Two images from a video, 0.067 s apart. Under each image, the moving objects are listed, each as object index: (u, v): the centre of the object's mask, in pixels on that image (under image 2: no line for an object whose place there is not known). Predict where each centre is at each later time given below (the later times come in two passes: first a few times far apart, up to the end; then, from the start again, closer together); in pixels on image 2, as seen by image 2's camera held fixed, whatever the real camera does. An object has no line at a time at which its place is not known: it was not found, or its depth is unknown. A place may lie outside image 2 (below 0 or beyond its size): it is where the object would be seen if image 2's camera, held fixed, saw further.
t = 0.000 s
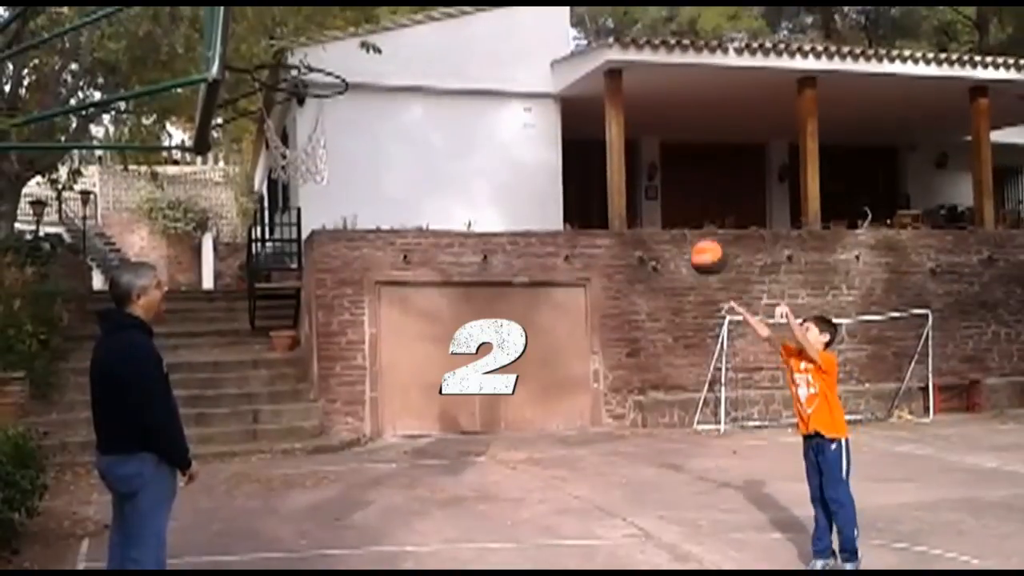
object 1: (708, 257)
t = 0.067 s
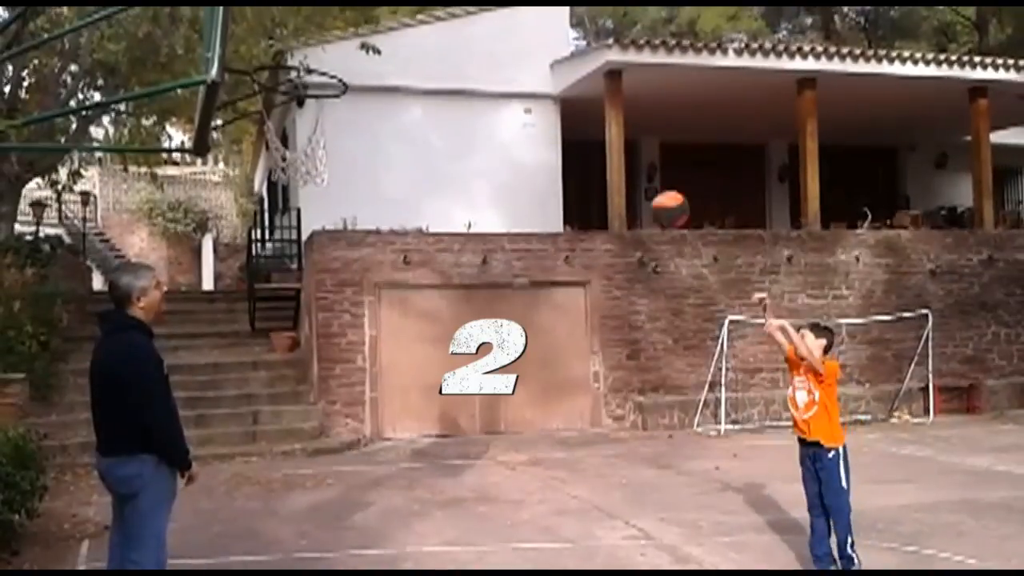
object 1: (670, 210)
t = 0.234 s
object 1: (568, 116)
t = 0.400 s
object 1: (465, 65)
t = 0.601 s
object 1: (334, 60)
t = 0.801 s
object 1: (257, 42)
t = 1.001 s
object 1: (272, 47)
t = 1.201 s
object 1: (311, 95)
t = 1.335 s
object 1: (327, 142)
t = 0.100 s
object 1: (650, 188)
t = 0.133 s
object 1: (630, 168)
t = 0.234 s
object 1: (568, 116)
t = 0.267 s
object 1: (548, 103)
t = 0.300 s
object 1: (527, 91)
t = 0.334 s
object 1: (507, 81)
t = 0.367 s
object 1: (486, 72)
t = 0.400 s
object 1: (465, 65)
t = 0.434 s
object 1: (443, 60)
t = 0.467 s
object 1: (422, 56)
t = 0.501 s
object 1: (400, 54)
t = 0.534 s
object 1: (378, 55)
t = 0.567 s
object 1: (357, 57)
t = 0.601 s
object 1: (334, 60)
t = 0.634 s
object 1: (312, 65)
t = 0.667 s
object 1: (291, 72)
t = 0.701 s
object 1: (282, 61)
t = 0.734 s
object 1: (275, 55)
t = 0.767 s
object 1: (266, 48)
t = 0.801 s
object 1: (257, 42)
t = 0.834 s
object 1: (247, 39)
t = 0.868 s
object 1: (242, 40)
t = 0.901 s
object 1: (247, 39)
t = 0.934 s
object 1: (255, 39)
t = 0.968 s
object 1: (264, 42)
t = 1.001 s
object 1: (272, 47)
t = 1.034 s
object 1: (281, 55)
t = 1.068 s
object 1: (289, 65)
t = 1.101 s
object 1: (298, 75)
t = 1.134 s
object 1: (304, 84)
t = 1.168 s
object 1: (308, 88)
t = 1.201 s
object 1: (311, 95)
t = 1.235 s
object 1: (314, 102)
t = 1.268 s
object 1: (319, 114)
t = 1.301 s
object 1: (323, 127)
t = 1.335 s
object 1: (327, 142)
